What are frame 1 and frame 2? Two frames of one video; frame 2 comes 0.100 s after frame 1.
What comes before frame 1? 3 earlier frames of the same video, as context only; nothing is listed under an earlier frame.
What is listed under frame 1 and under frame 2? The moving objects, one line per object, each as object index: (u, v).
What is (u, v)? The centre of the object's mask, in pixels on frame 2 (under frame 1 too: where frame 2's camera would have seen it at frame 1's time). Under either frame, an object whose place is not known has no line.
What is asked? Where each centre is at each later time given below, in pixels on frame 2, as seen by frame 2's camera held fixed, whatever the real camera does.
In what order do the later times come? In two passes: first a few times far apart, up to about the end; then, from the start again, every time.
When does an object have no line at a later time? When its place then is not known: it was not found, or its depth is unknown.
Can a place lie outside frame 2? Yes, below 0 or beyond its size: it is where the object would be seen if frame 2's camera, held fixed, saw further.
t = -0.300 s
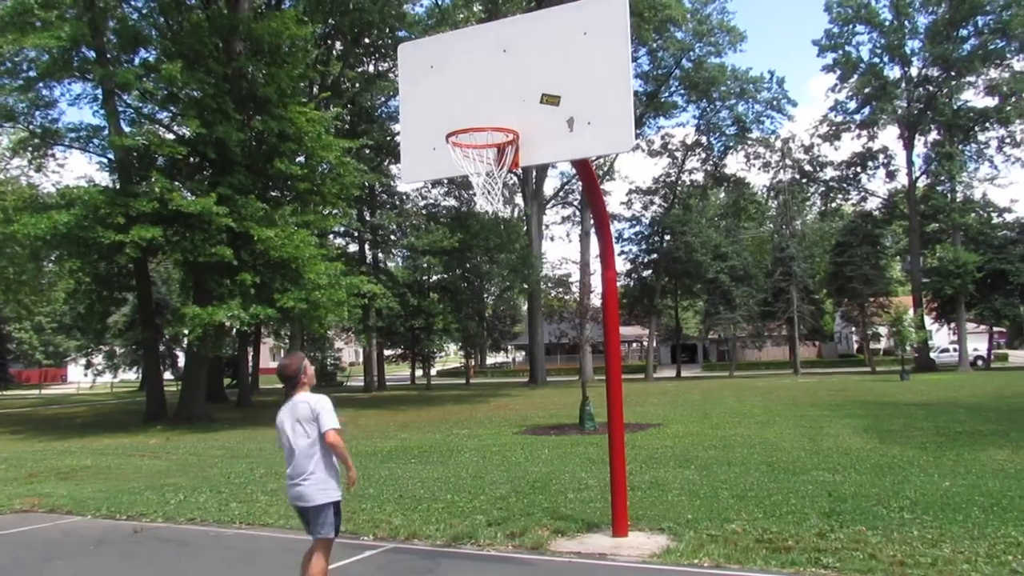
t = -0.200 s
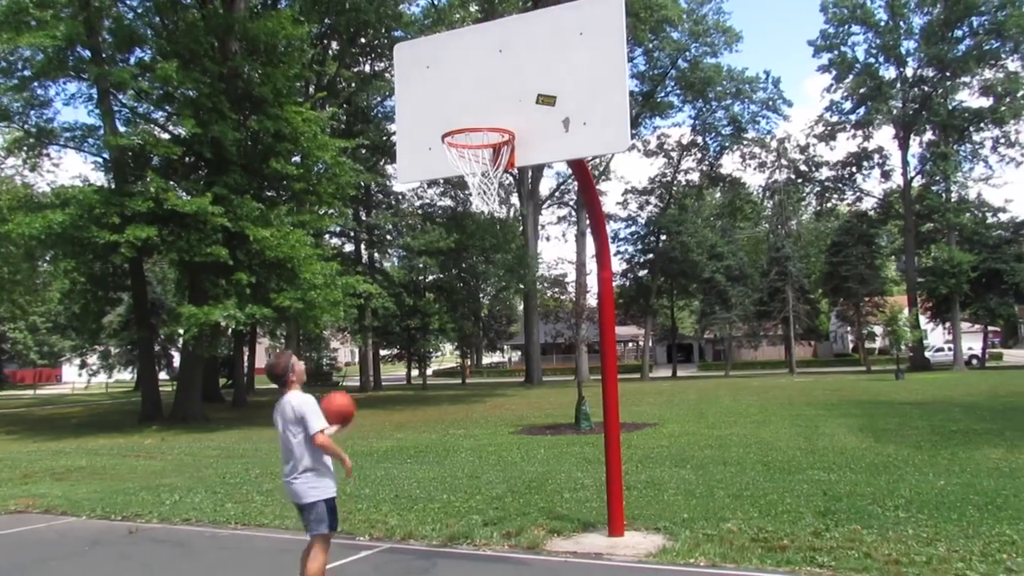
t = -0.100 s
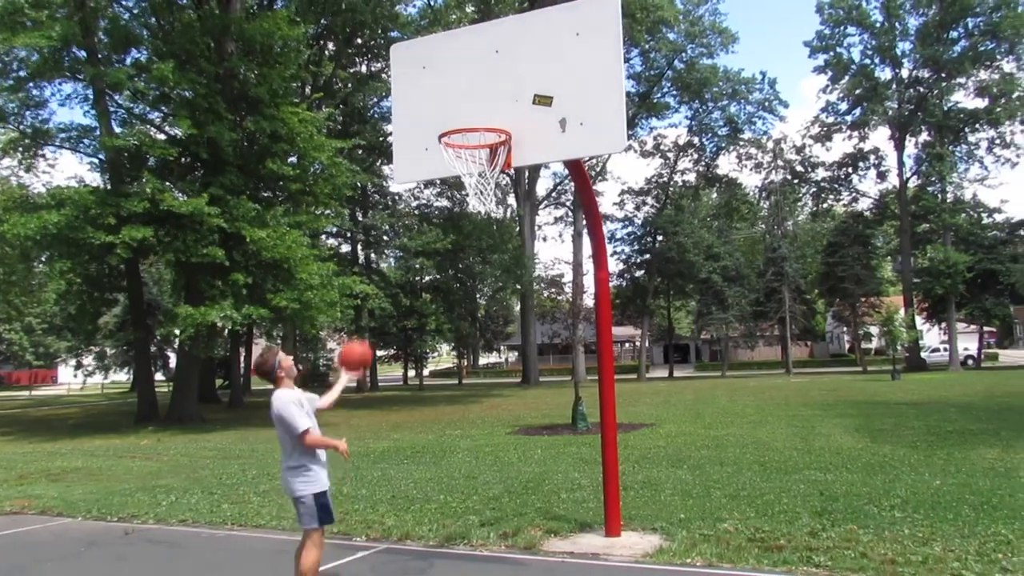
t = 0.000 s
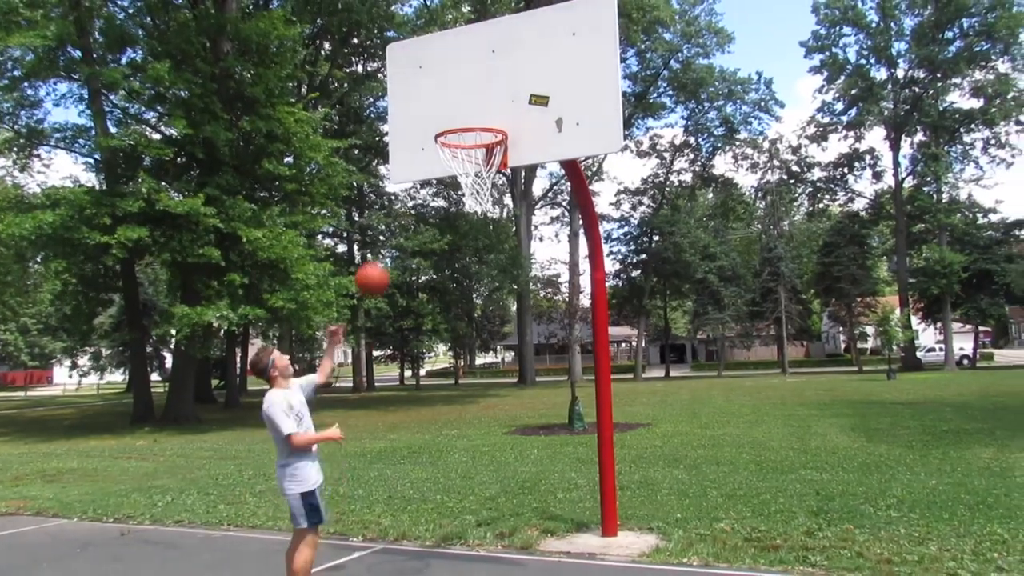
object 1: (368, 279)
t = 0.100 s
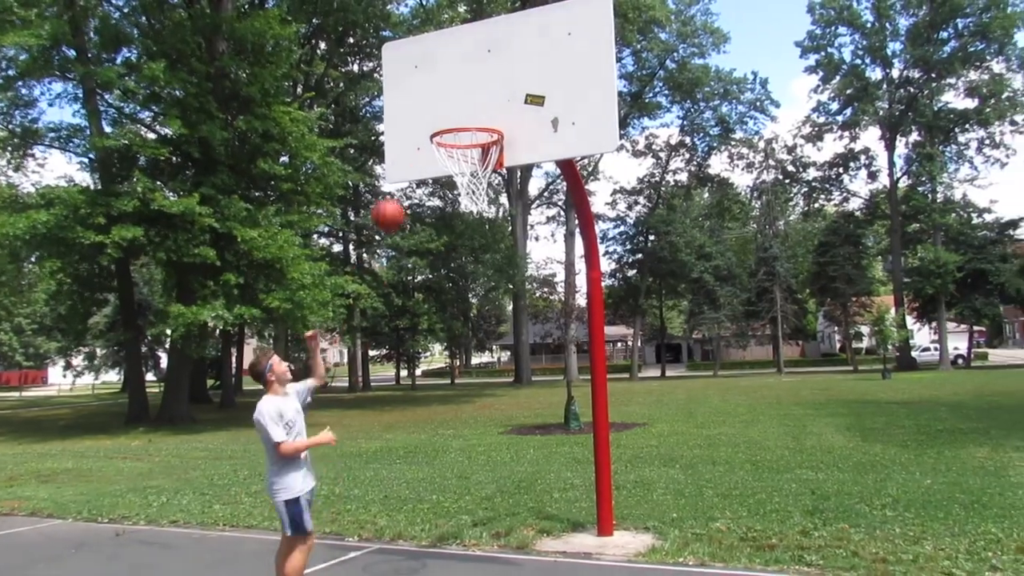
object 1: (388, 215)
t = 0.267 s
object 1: (417, 142)
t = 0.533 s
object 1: (421, 97)
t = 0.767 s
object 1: (427, 111)
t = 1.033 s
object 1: (428, 115)
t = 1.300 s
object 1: (418, 118)
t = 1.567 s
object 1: (411, 203)
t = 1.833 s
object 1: (414, 391)
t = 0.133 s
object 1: (394, 198)
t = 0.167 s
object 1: (402, 181)
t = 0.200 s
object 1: (408, 165)
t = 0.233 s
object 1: (414, 153)
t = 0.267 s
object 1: (417, 142)
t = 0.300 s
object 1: (417, 130)
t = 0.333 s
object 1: (418, 122)
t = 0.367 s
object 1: (418, 114)
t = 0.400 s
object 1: (419, 108)
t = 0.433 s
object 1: (419, 103)
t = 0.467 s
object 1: (420, 99)
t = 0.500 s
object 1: (421, 97)
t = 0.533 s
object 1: (421, 97)
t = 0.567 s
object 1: (423, 98)
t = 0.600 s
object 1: (424, 100)
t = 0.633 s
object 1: (424, 105)
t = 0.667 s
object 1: (425, 110)
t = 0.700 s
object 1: (427, 118)
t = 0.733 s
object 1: (427, 117)
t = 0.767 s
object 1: (427, 111)
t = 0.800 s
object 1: (427, 106)
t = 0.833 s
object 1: (427, 103)
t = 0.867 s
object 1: (427, 101)
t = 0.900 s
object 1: (427, 101)
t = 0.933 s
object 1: (427, 102)
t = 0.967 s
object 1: (428, 105)
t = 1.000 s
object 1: (428, 109)
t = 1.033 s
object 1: (428, 115)
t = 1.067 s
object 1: (428, 122)
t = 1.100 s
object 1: (427, 119)
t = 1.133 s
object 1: (426, 115)
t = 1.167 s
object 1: (425, 113)
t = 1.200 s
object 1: (423, 112)
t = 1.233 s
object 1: (421, 112)
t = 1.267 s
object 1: (419, 114)
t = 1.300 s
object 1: (418, 118)
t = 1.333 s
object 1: (416, 123)
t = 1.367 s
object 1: (415, 130)
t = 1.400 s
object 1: (414, 138)
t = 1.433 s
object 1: (413, 147)
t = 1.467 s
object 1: (412, 159)
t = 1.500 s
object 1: (412, 172)
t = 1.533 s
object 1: (411, 187)
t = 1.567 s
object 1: (411, 203)
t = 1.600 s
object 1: (411, 220)
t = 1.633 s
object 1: (410, 238)
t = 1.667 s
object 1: (410, 260)
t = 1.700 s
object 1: (412, 283)
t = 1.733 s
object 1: (411, 308)
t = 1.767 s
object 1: (412, 334)
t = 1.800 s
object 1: (413, 360)
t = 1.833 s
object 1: (414, 391)
